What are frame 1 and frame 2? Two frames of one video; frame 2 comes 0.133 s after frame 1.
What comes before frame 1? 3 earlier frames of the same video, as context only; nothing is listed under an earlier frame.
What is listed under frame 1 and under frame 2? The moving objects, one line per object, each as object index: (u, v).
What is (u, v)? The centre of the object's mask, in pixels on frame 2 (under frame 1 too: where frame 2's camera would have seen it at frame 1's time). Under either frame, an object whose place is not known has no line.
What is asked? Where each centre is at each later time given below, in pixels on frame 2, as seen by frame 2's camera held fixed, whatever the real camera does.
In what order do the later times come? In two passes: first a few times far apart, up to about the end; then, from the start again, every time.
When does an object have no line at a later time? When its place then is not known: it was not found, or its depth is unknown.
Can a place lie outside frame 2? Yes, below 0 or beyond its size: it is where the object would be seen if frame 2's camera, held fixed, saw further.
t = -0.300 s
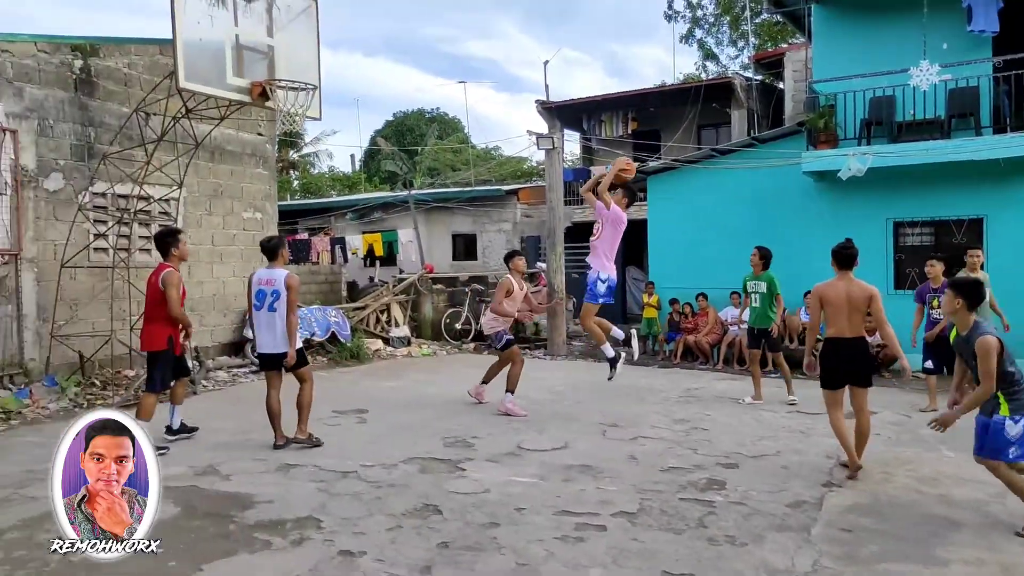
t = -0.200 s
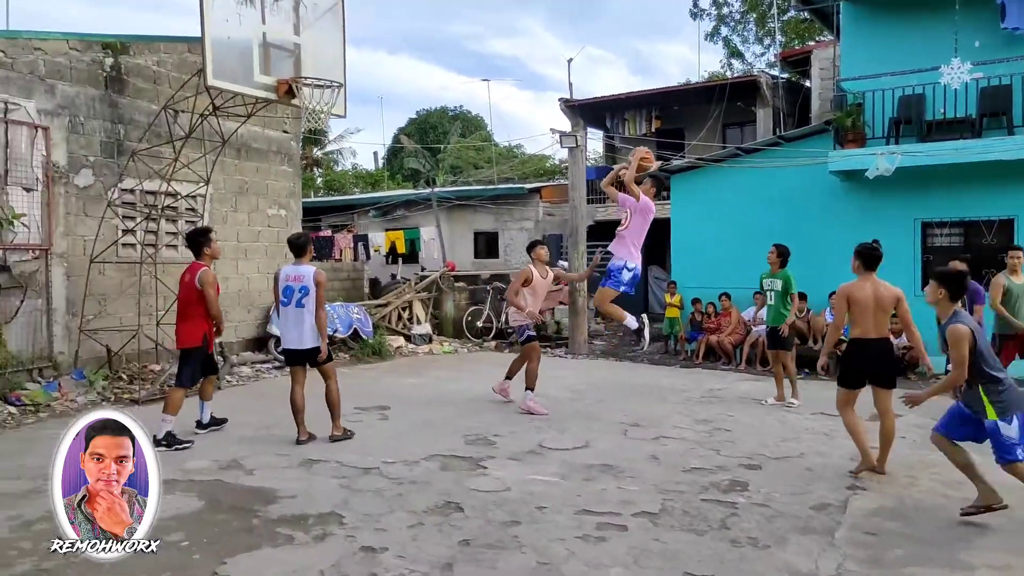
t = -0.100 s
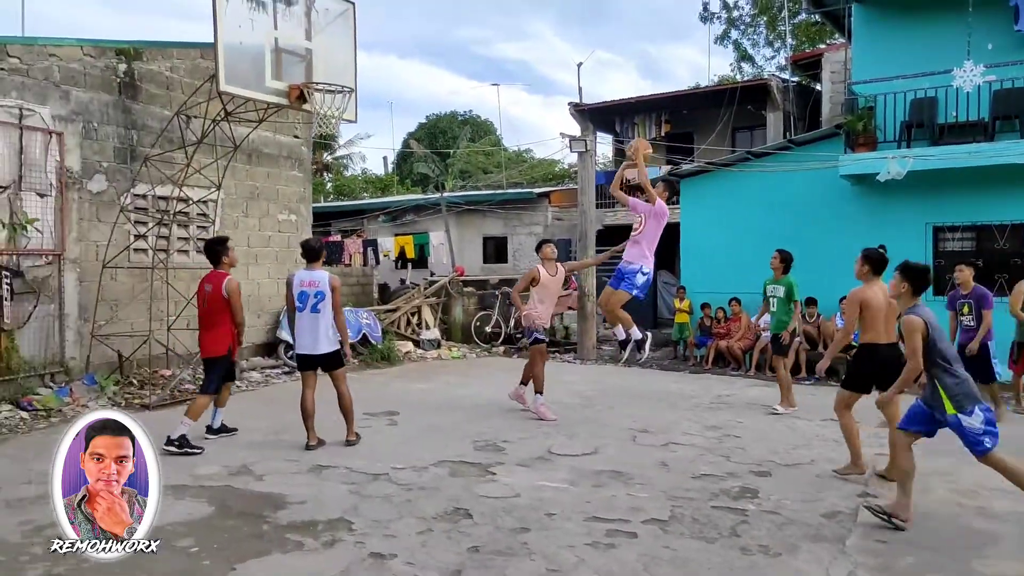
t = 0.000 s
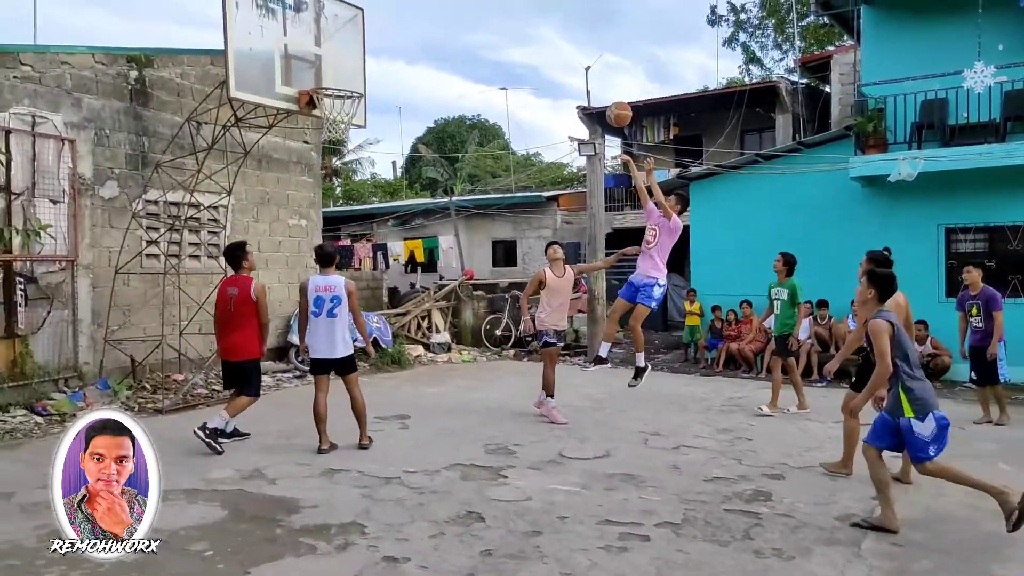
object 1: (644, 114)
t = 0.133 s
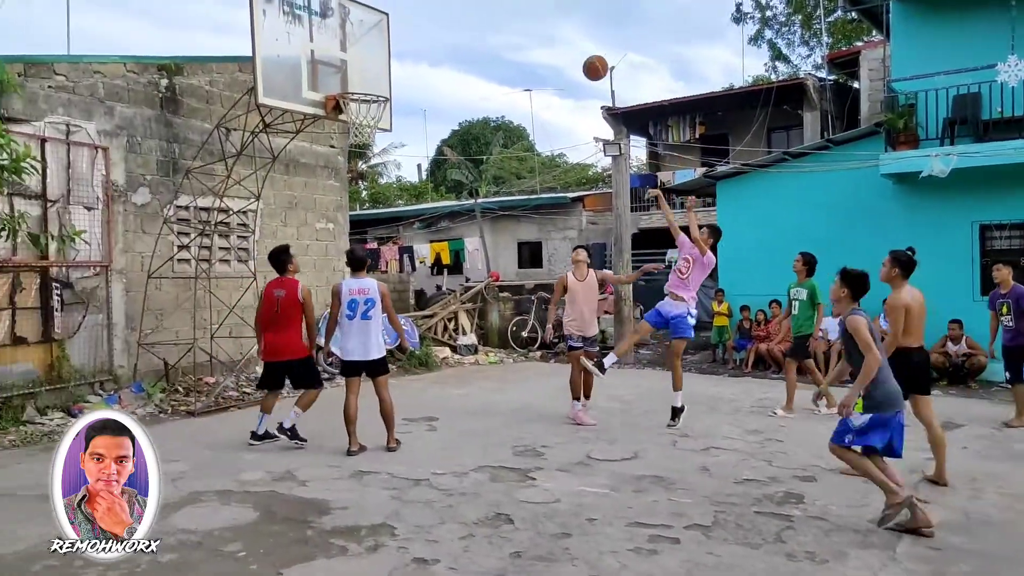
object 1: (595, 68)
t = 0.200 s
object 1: (572, 52)
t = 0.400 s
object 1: (500, 31)
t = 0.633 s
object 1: (420, 59)
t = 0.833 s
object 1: (365, 88)
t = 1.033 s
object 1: (368, 93)
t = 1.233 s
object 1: (371, 116)
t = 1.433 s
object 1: (368, 124)
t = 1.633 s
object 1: (359, 146)
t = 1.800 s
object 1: (356, 182)
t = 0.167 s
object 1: (583, 59)
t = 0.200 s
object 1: (572, 52)
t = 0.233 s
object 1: (560, 45)
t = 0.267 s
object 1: (548, 40)
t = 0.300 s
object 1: (536, 37)
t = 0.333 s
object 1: (524, 34)
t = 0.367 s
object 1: (512, 32)
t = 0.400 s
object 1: (500, 31)
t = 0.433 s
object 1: (488, 32)
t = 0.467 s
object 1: (477, 34)
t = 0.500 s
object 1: (465, 37)
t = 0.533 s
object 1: (454, 40)
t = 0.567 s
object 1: (443, 45)
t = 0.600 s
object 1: (431, 52)
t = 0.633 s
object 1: (420, 59)
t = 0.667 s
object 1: (409, 67)
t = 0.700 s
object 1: (398, 77)
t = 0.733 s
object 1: (387, 87)
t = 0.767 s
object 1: (379, 86)
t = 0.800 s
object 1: (372, 85)
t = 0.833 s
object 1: (365, 88)
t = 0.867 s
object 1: (358, 91)
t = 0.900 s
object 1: (352, 92)
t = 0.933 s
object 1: (357, 91)
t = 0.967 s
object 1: (361, 91)
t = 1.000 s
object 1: (365, 91)
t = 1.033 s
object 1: (368, 93)
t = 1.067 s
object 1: (369, 95)
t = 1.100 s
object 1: (370, 98)
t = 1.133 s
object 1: (370, 102)
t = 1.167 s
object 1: (372, 107)
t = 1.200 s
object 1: (372, 112)
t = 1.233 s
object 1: (371, 116)
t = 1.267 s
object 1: (371, 117)
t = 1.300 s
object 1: (371, 119)
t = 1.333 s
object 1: (370, 121)
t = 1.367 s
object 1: (370, 122)
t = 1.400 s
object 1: (367, 124)
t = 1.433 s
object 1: (368, 124)
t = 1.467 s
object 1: (367, 128)
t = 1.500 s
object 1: (365, 131)
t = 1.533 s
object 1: (363, 135)
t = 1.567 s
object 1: (363, 139)
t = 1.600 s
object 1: (360, 145)
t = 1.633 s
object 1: (359, 146)
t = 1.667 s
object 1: (359, 148)
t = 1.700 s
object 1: (358, 156)
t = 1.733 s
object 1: (357, 162)
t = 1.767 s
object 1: (356, 172)
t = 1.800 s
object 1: (356, 182)
